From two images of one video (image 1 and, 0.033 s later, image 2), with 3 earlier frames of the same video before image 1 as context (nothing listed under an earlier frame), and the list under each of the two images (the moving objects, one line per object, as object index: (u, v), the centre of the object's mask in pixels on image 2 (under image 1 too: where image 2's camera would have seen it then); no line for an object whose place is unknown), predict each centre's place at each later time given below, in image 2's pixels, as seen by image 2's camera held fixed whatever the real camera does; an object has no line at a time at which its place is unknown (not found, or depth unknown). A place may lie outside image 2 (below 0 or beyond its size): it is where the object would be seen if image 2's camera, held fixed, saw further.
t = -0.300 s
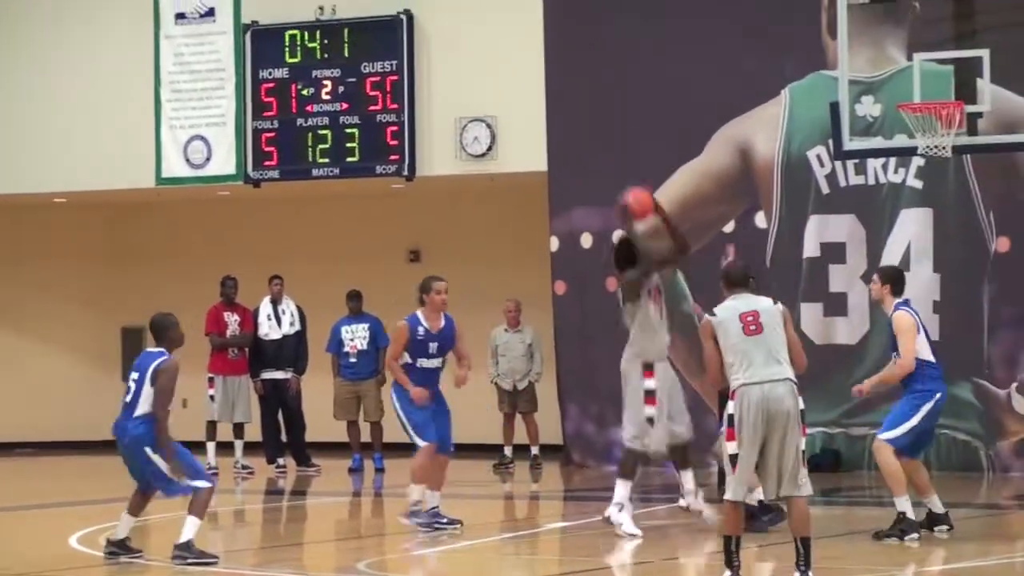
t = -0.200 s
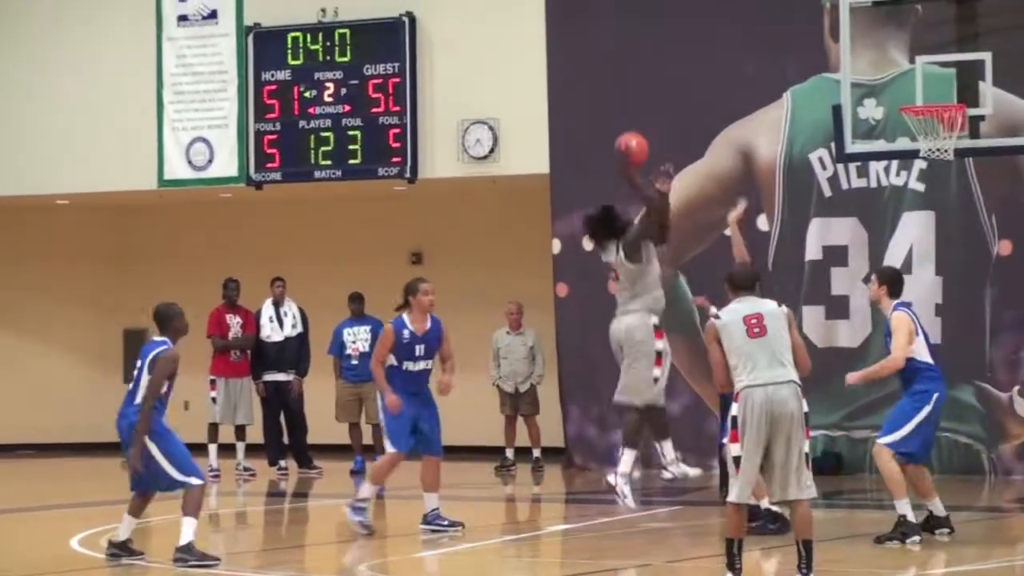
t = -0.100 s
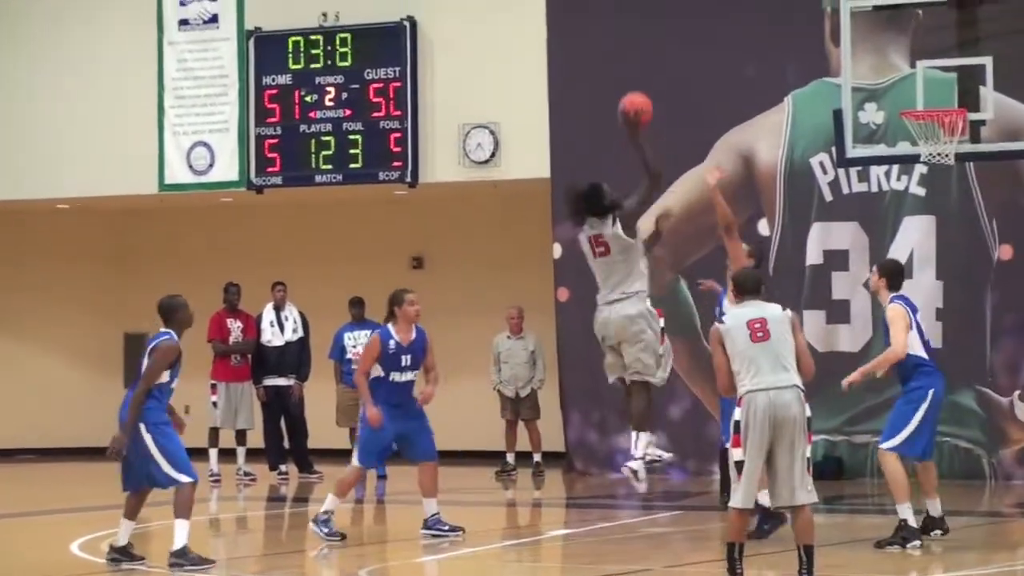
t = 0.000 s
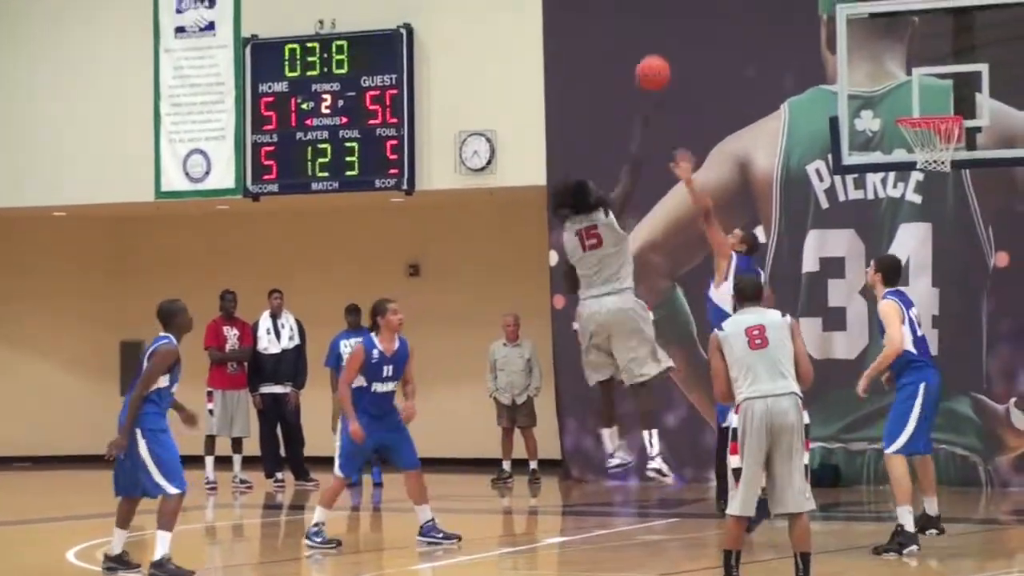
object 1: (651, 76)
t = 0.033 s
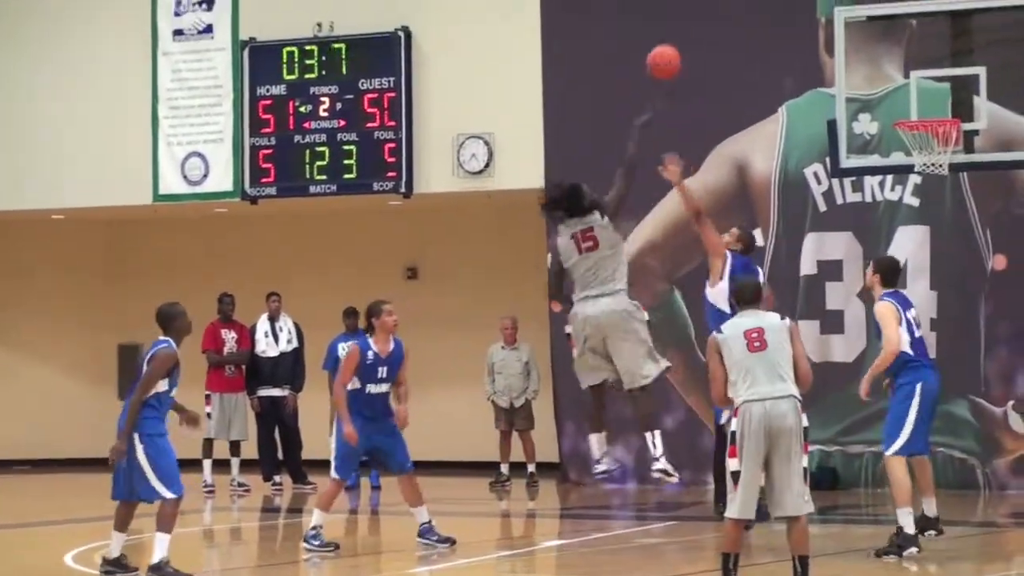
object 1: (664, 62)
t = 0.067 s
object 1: (677, 50)
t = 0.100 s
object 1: (690, 39)
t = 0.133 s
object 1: (703, 30)
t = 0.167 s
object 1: (717, 23)
